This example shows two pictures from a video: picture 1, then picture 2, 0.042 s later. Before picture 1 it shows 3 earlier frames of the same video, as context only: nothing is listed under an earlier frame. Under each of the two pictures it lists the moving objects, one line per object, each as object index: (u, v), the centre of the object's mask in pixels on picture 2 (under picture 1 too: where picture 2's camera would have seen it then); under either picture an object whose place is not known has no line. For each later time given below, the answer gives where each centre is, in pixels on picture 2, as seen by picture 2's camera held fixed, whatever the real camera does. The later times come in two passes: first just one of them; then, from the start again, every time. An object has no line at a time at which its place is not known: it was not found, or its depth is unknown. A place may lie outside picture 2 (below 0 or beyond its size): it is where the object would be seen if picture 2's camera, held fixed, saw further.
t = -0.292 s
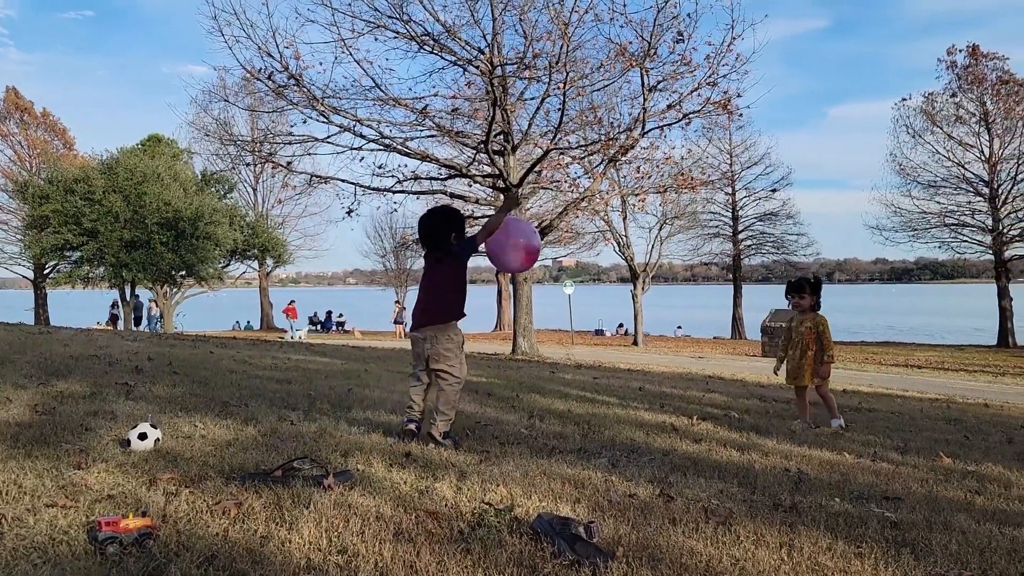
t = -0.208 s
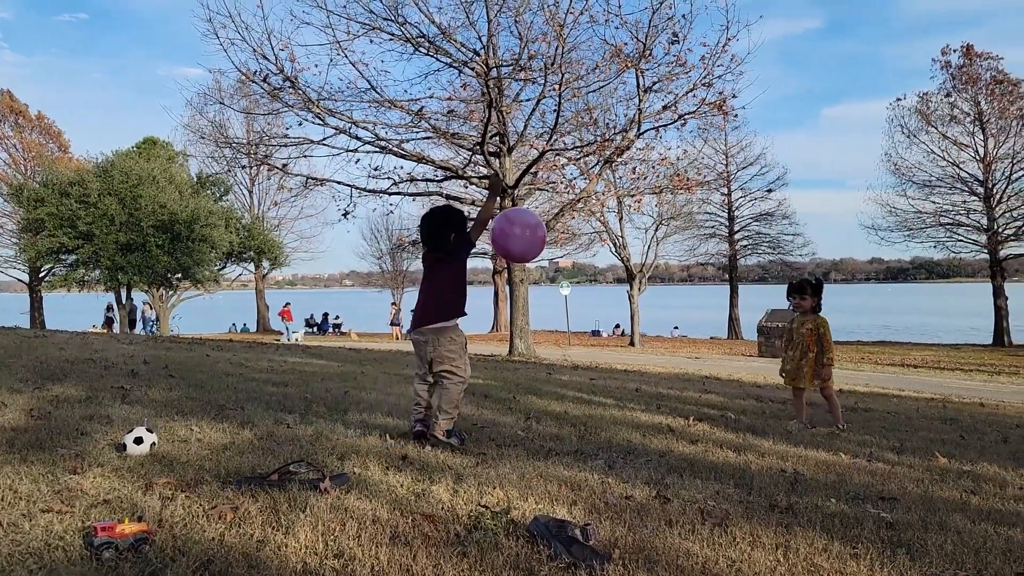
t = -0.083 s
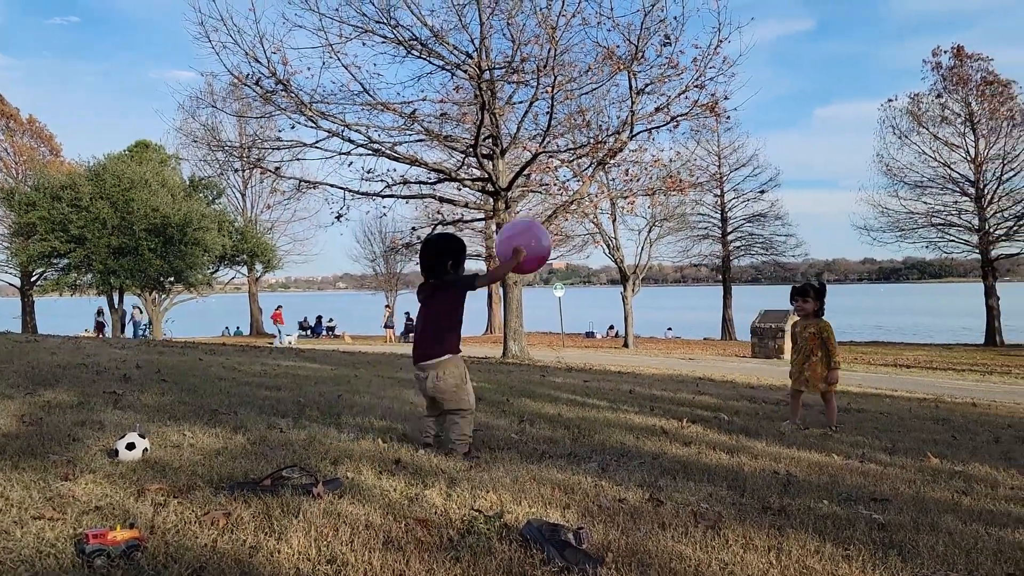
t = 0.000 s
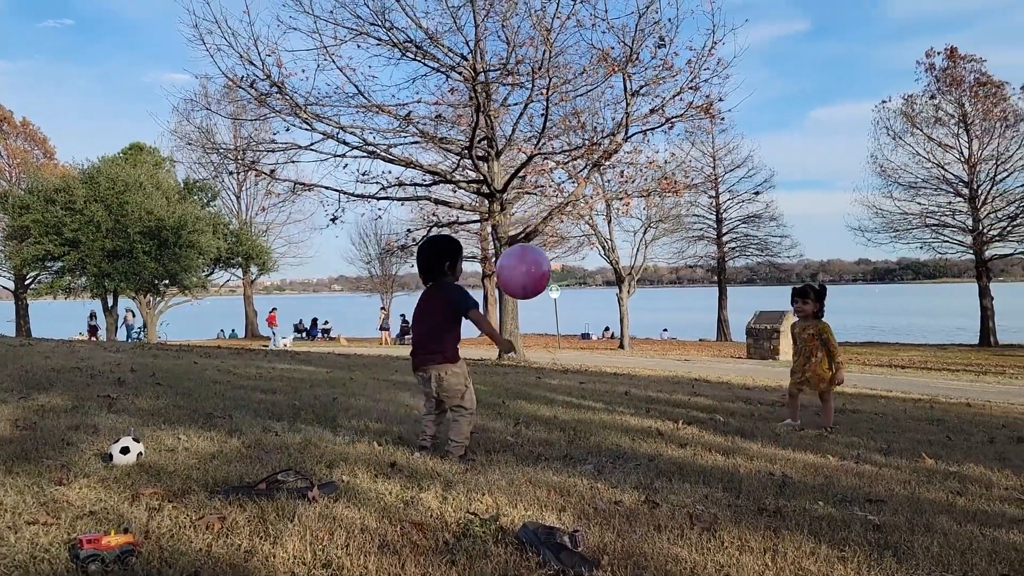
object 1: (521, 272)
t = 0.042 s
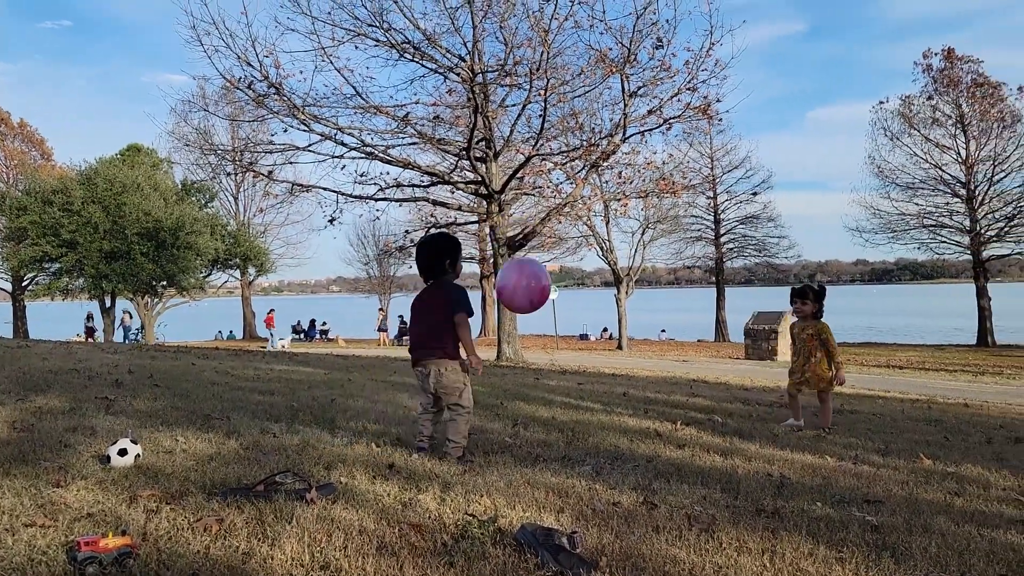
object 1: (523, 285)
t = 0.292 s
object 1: (527, 421)
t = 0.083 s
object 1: (525, 309)
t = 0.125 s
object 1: (526, 328)
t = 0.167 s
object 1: (527, 360)
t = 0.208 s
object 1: (527, 384)
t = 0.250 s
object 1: (527, 423)
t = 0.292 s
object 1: (527, 421)
